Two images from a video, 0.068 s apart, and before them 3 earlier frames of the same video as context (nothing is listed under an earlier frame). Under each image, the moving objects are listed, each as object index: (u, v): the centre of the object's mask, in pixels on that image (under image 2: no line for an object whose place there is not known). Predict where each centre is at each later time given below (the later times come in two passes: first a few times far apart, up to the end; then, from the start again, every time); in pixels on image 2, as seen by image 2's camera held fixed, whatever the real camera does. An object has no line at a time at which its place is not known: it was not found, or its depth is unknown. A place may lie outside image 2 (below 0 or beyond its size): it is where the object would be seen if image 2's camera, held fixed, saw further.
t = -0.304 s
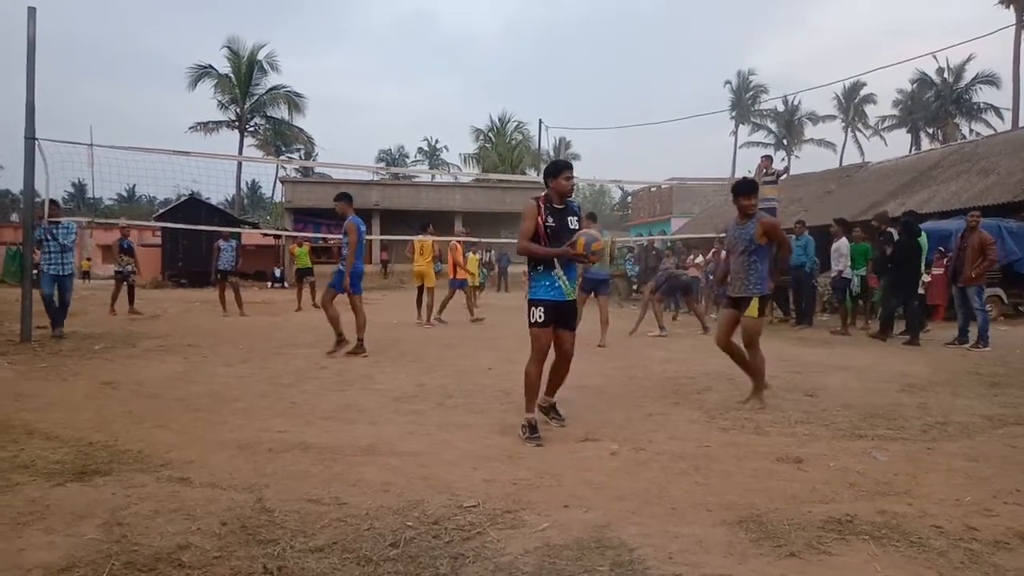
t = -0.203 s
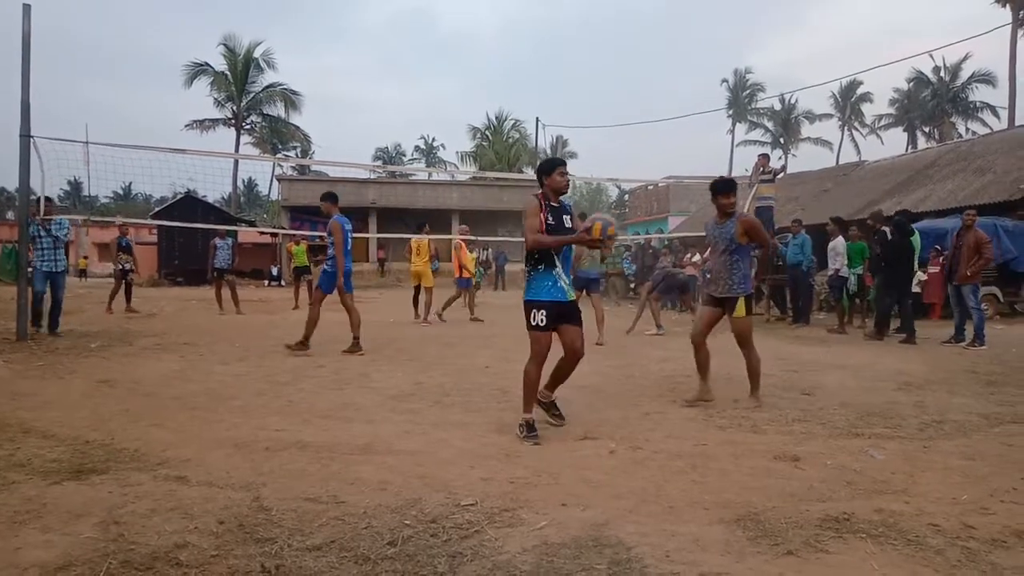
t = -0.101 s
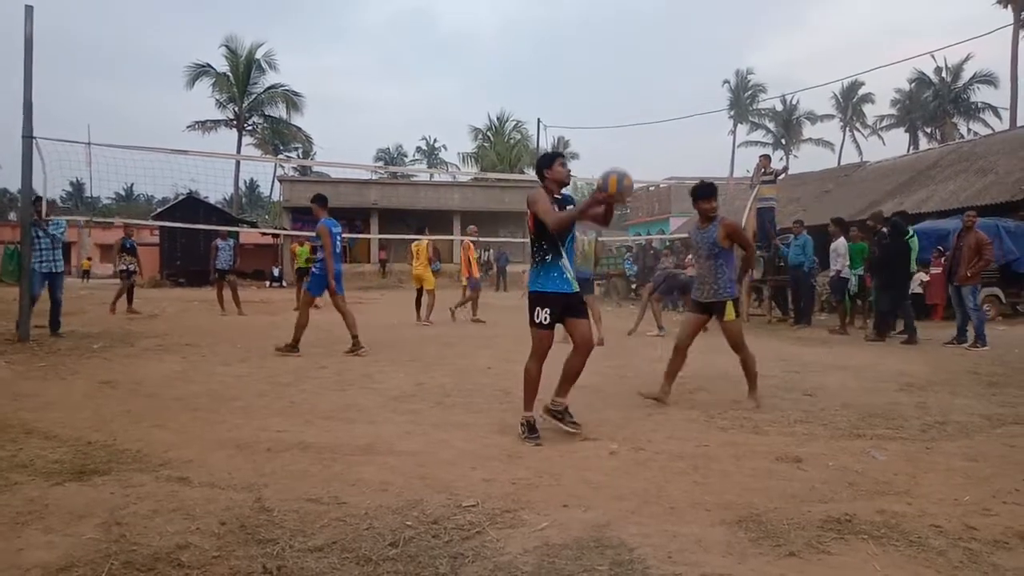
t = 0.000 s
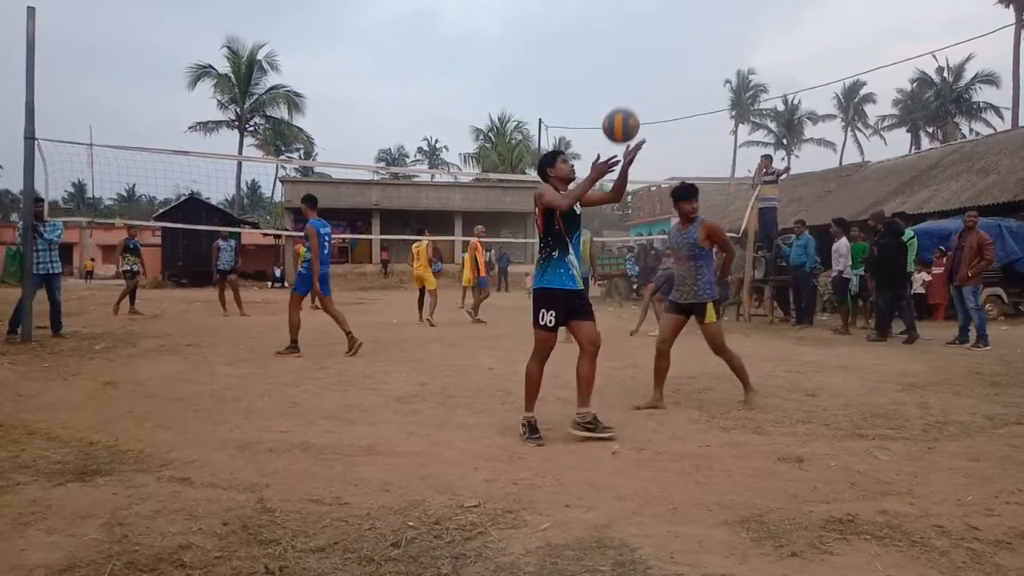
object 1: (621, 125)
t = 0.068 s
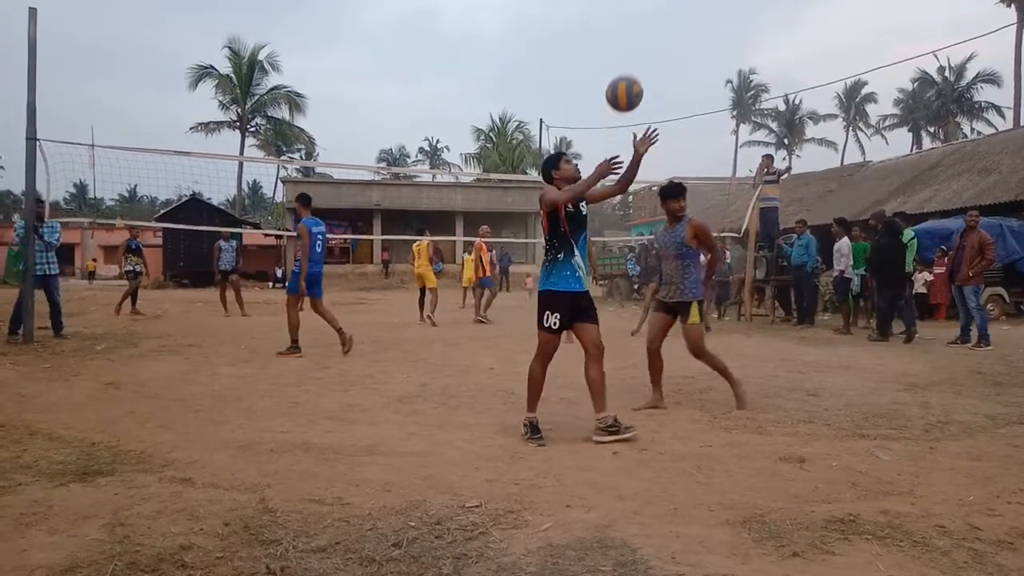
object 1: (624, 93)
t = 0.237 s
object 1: (630, 47)
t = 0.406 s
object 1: (636, 50)
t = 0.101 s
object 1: (625, 80)
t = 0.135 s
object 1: (627, 69)
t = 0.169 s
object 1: (628, 60)
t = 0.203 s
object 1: (629, 53)
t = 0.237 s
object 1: (630, 47)
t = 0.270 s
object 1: (631, 44)
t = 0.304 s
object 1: (633, 42)
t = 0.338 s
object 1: (634, 43)
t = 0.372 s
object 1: (635, 46)
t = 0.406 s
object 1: (636, 50)
